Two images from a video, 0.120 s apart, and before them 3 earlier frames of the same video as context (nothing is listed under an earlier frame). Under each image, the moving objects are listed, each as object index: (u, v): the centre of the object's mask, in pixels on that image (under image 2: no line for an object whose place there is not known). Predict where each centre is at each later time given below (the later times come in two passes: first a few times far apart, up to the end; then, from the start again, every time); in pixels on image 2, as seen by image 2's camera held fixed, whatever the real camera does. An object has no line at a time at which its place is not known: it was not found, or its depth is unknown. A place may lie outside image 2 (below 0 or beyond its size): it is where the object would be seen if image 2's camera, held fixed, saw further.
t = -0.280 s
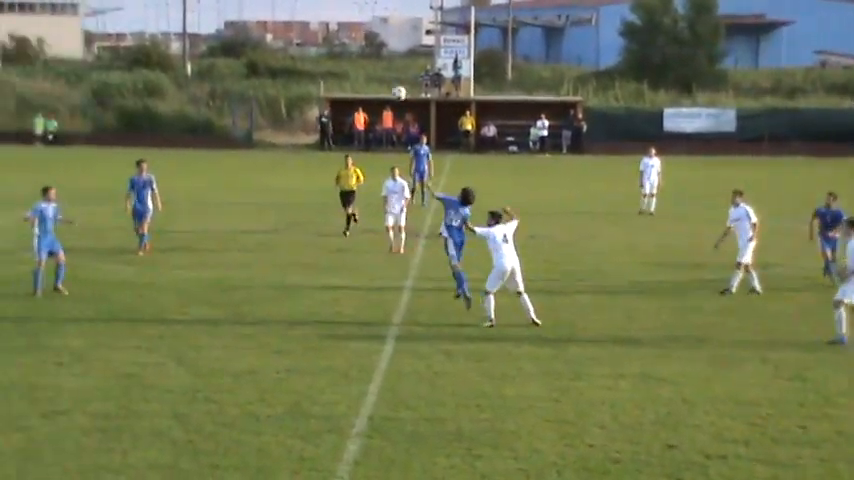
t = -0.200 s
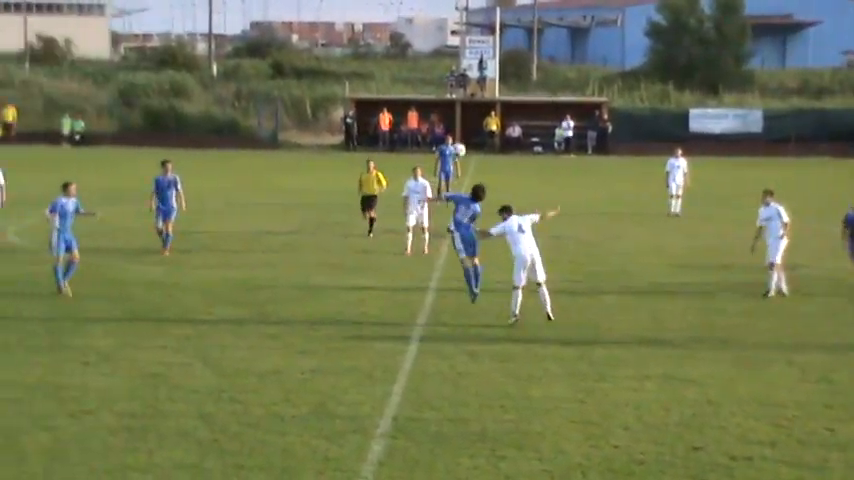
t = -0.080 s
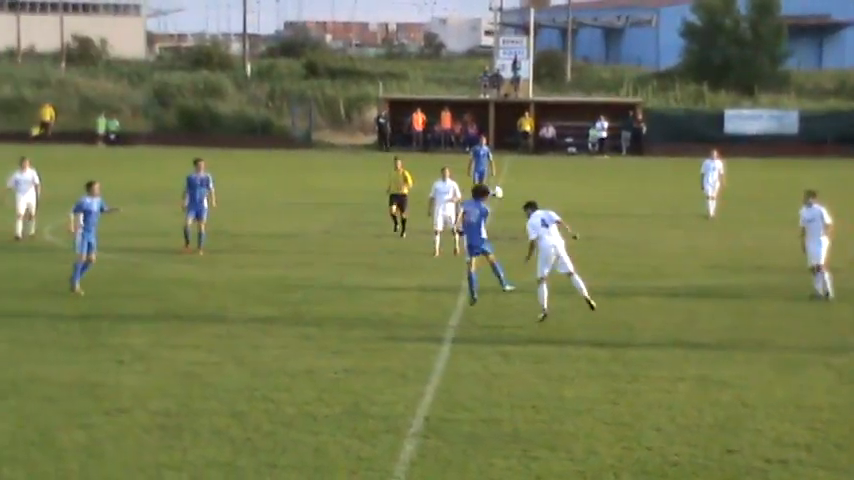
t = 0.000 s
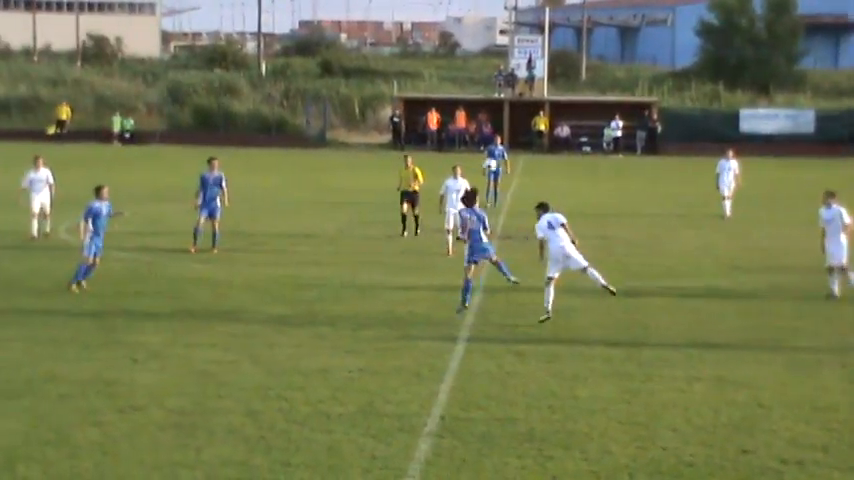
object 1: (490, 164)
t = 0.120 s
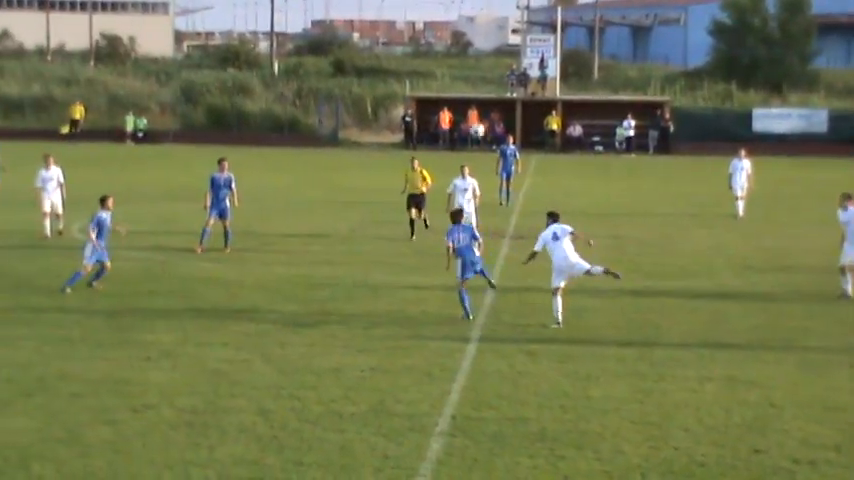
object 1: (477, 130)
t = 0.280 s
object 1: (444, 99)
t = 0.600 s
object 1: (378, 86)
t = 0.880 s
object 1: (322, 126)
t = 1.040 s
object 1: (290, 169)
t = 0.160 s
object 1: (469, 119)
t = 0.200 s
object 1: (460, 112)
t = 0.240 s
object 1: (452, 105)
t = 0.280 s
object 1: (444, 99)
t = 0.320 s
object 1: (436, 94)
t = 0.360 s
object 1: (428, 89)
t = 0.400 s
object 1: (420, 86)
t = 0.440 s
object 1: (411, 84)
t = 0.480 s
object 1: (403, 83)
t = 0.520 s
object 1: (395, 83)
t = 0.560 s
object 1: (387, 84)
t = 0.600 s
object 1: (378, 86)
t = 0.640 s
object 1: (371, 88)
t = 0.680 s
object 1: (362, 93)
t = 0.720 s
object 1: (354, 97)
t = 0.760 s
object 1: (346, 103)
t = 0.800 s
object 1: (338, 110)
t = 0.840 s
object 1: (330, 118)
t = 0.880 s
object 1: (322, 126)
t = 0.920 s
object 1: (314, 135)
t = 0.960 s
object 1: (306, 145)
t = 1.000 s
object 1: (299, 157)
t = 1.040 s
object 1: (290, 169)
